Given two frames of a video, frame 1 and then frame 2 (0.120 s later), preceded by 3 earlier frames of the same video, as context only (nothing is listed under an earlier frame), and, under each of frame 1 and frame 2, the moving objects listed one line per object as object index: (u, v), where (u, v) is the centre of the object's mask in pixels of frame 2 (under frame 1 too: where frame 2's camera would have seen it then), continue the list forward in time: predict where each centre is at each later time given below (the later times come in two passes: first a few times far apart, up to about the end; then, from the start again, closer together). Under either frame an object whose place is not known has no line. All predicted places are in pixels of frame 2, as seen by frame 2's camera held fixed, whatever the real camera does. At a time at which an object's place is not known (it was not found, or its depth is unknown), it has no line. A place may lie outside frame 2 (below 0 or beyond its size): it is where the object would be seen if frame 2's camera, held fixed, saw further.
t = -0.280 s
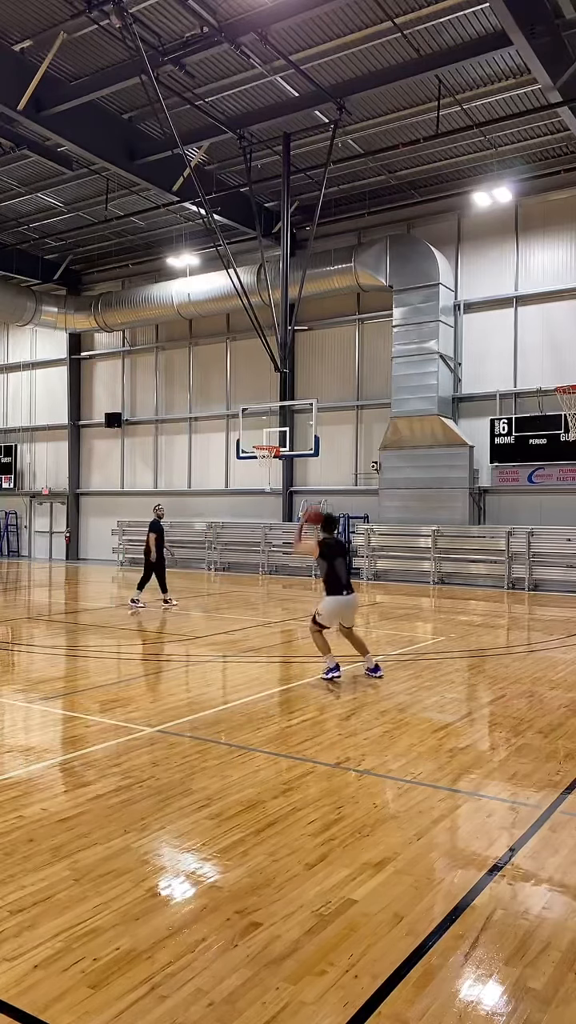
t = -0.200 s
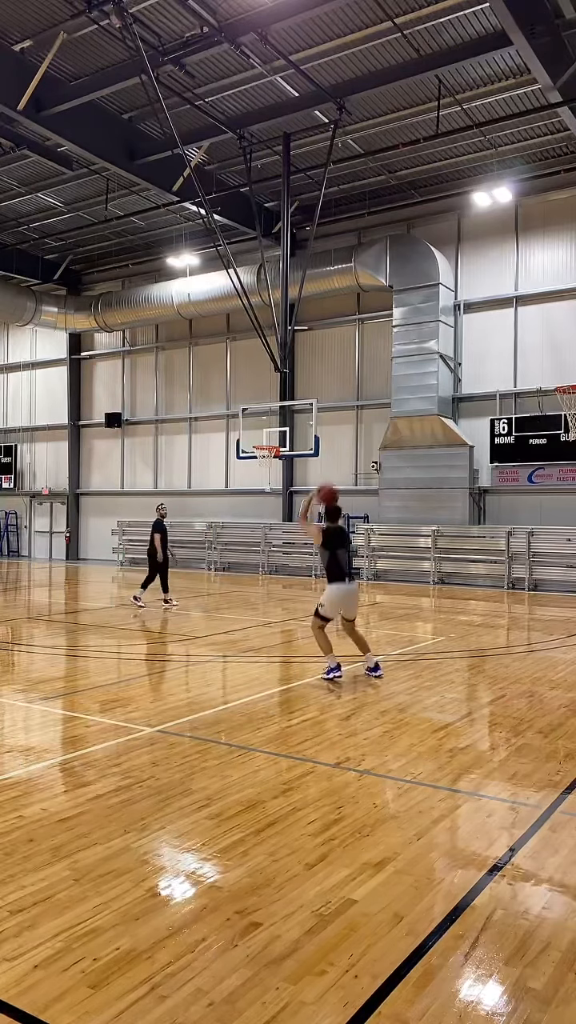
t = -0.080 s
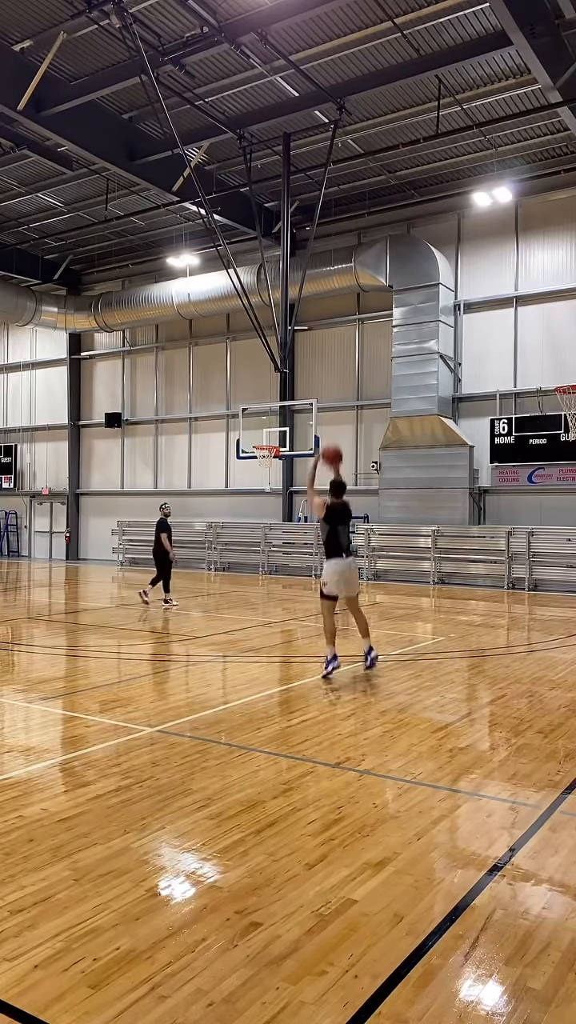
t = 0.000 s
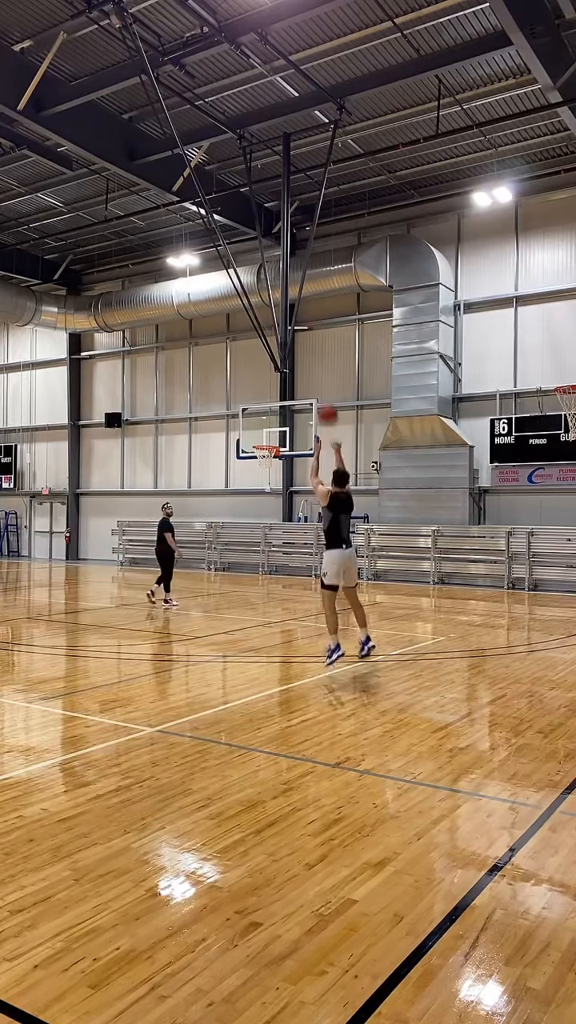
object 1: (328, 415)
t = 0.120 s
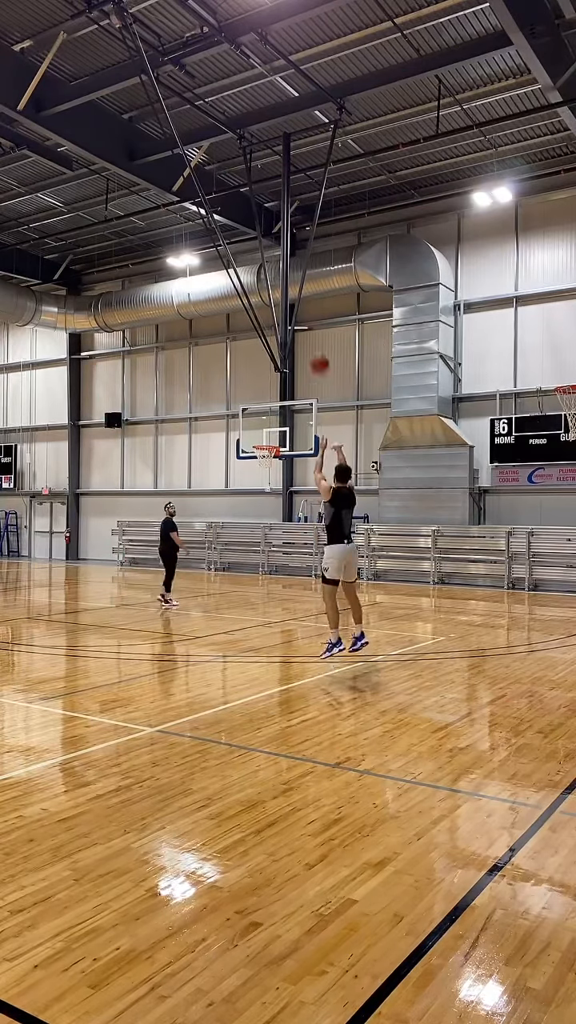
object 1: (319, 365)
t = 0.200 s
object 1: (314, 339)
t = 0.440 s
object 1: (301, 305)
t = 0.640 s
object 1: (292, 309)
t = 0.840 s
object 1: (285, 335)
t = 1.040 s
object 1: (277, 378)
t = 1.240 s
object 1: (270, 435)
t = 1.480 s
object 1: (266, 417)
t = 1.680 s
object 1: (279, 399)
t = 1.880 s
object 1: (290, 401)
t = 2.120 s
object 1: (304, 431)
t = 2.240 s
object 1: (312, 458)
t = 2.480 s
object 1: (326, 533)
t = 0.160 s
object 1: (317, 352)
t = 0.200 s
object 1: (314, 339)
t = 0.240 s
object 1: (312, 329)
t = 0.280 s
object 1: (310, 322)
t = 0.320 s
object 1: (307, 316)
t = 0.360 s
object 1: (305, 311)
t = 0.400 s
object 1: (303, 307)
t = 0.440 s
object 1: (301, 305)
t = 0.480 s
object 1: (300, 304)
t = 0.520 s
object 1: (298, 304)
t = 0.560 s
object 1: (296, 304)
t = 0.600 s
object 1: (294, 306)
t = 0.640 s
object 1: (292, 309)
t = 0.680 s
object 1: (290, 312)
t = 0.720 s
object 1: (289, 318)
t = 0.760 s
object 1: (288, 322)
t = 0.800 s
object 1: (287, 328)
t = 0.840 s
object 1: (285, 335)
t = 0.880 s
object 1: (283, 343)
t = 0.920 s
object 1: (282, 350)
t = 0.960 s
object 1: (281, 358)
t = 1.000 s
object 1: (278, 368)
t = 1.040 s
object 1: (277, 378)
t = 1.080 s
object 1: (275, 389)
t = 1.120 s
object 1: (274, 399)
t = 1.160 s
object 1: (273, 411)
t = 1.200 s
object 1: (271, 422)
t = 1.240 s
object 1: (270, 435)
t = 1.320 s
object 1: (259, 442)
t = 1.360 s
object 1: (259, 437)
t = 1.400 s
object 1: (262, 429)
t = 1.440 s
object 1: (263, 422)
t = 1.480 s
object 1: (266, 417)
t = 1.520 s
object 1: (269, 412)
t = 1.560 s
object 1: (271, 408)
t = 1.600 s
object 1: (274, 403)
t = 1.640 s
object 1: (276, 401)
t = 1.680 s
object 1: (279, 399)
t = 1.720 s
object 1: (281, 397)
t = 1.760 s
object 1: (283, 397)
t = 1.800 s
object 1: (286, 397)
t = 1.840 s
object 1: (288, 398)
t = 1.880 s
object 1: (290, 401)
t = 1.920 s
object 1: (293, 404)
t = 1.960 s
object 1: (296, 408)
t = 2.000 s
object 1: (297, 412)
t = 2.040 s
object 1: (299, 417)
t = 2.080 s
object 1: (303, 425)
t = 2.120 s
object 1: (304, 431)
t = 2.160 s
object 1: (307, 440)
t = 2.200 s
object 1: (309, 447)
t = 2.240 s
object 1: (312, 458)
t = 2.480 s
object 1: (326, 533)
